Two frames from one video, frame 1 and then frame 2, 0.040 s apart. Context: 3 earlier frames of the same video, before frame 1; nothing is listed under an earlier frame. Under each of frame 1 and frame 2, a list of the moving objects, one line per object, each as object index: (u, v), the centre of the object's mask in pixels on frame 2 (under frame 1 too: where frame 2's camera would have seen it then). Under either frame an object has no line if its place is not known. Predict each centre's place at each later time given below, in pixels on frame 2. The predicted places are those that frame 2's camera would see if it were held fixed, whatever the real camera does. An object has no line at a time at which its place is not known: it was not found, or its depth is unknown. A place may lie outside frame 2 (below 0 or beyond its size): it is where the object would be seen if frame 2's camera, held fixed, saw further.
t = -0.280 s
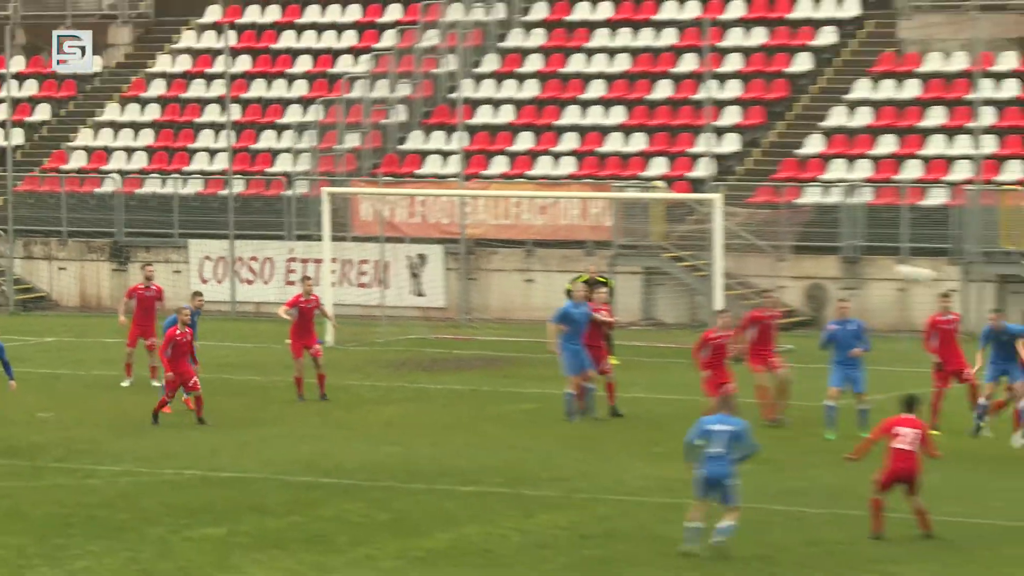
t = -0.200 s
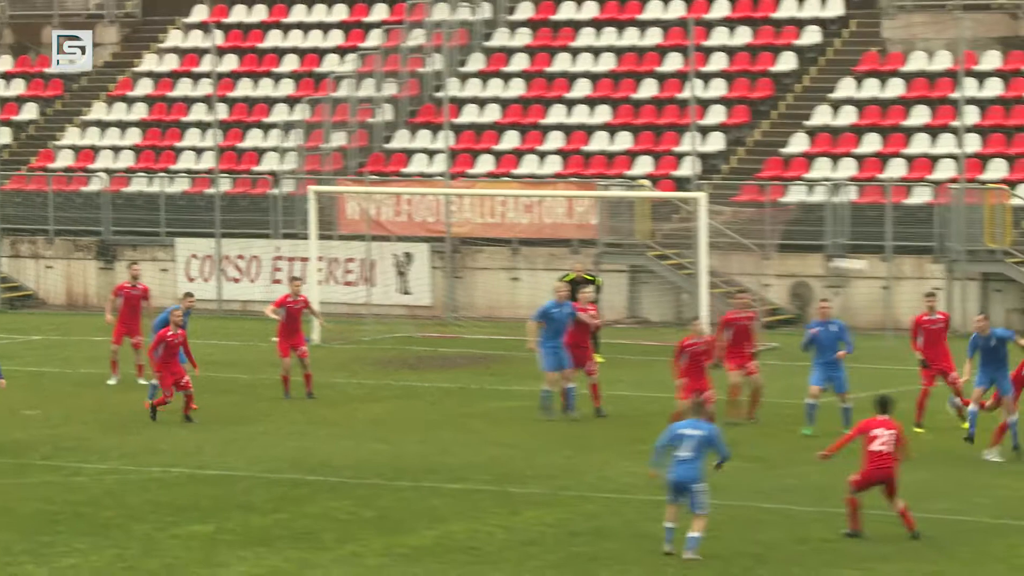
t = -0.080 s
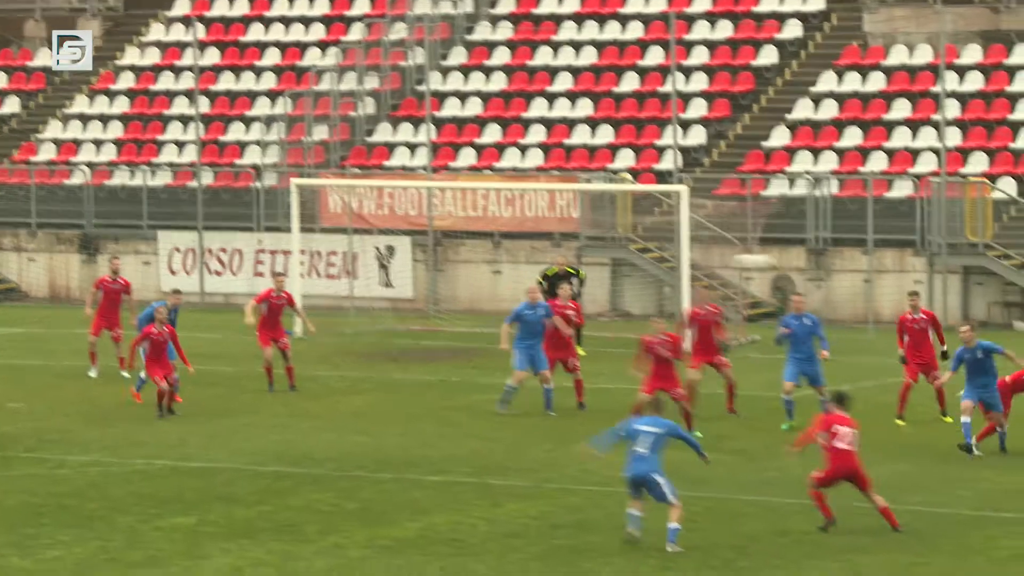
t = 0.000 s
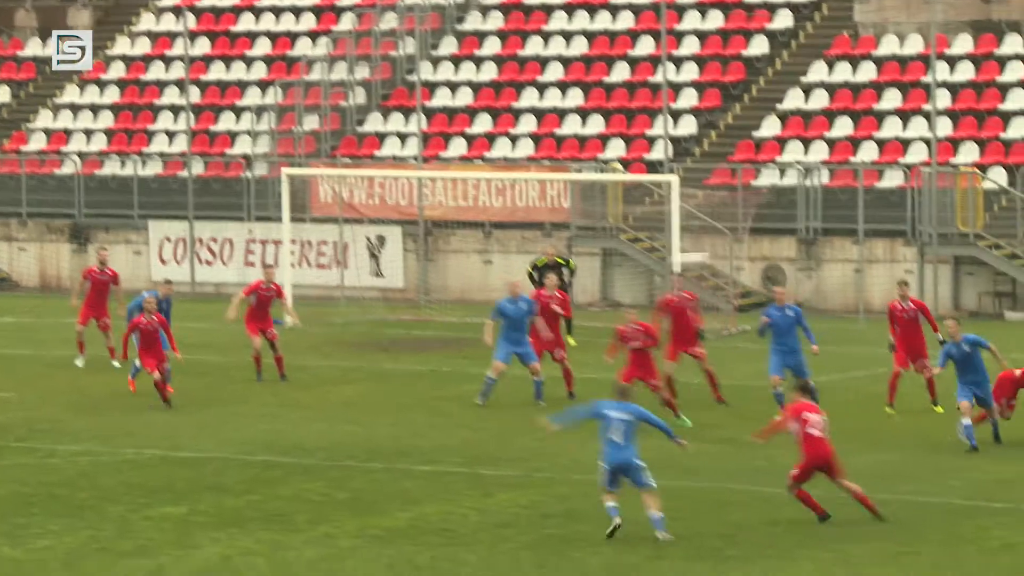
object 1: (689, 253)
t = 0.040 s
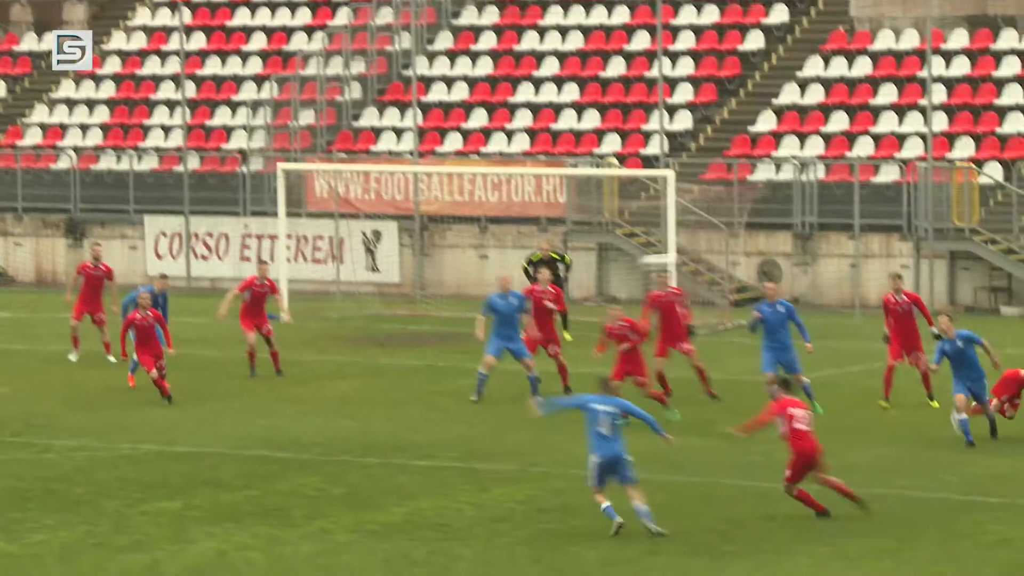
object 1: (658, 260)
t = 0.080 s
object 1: (630, 270)
